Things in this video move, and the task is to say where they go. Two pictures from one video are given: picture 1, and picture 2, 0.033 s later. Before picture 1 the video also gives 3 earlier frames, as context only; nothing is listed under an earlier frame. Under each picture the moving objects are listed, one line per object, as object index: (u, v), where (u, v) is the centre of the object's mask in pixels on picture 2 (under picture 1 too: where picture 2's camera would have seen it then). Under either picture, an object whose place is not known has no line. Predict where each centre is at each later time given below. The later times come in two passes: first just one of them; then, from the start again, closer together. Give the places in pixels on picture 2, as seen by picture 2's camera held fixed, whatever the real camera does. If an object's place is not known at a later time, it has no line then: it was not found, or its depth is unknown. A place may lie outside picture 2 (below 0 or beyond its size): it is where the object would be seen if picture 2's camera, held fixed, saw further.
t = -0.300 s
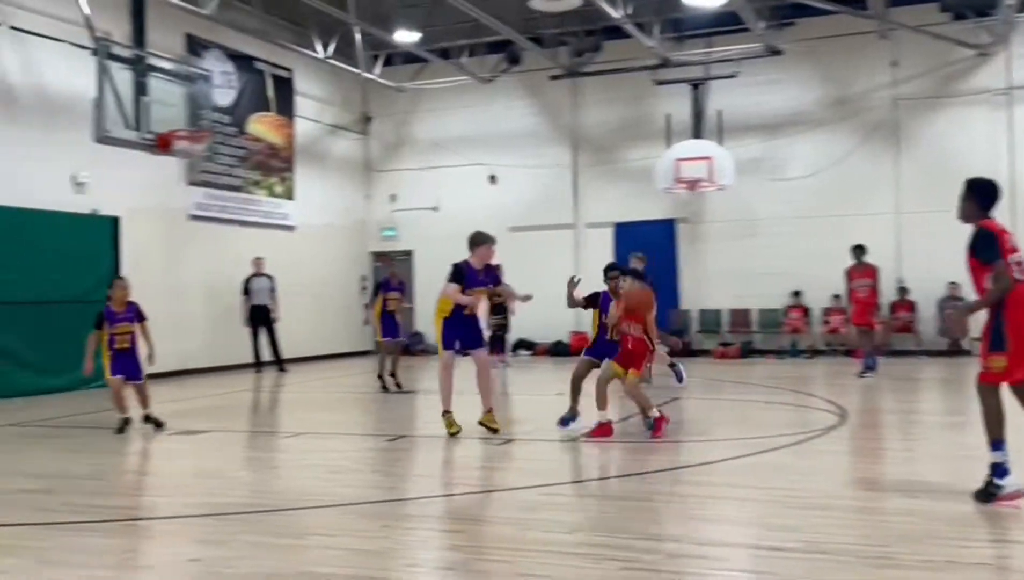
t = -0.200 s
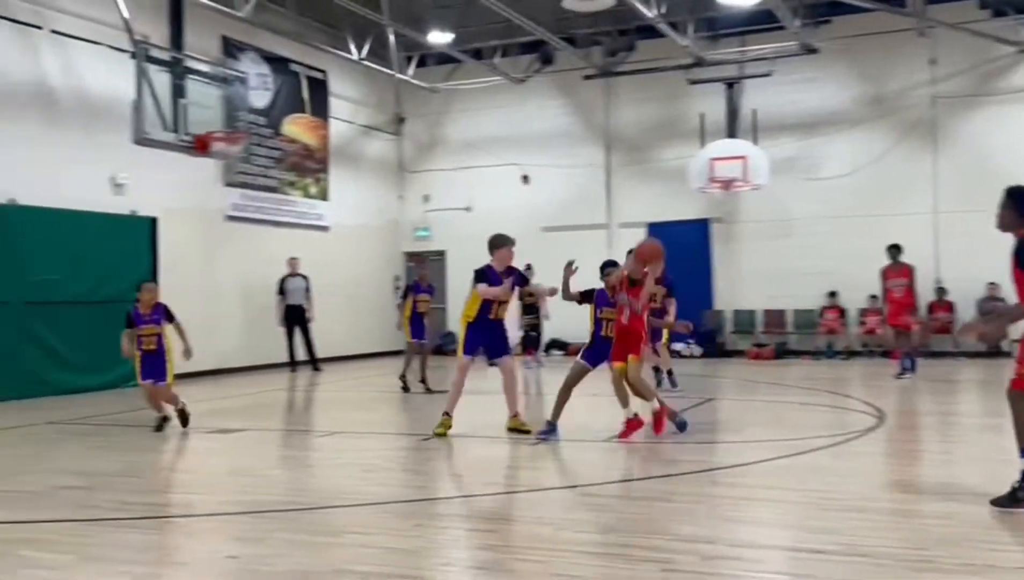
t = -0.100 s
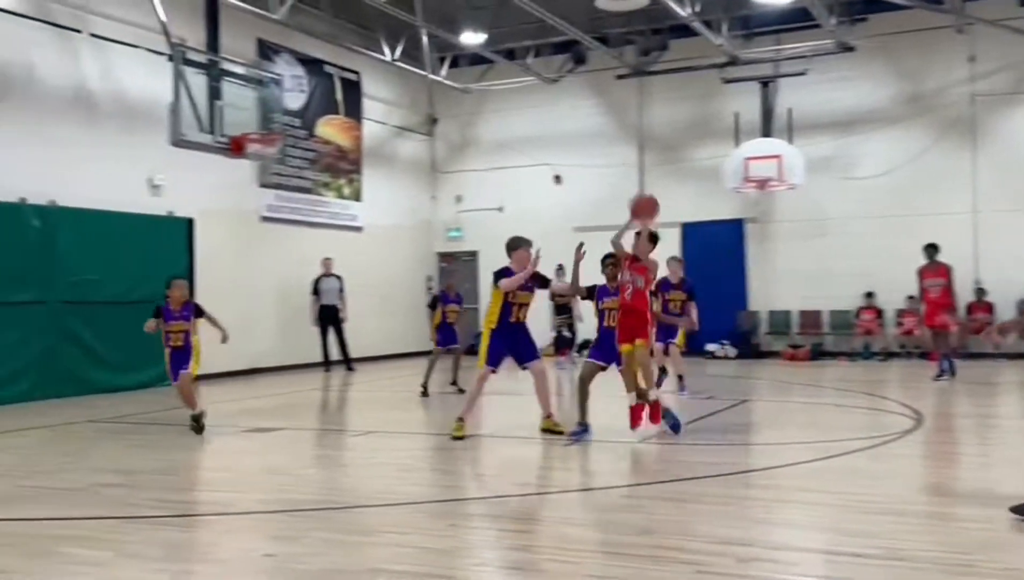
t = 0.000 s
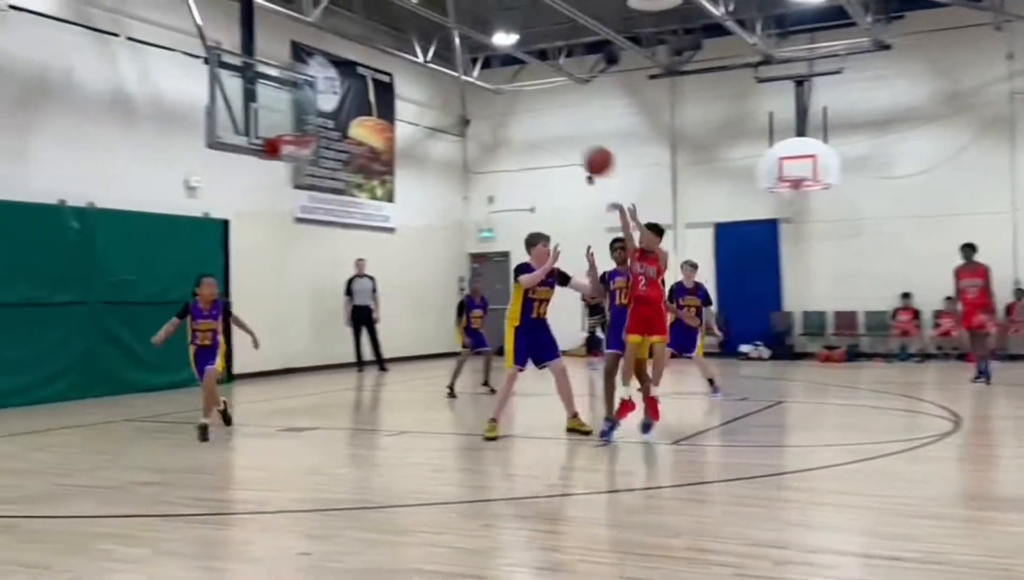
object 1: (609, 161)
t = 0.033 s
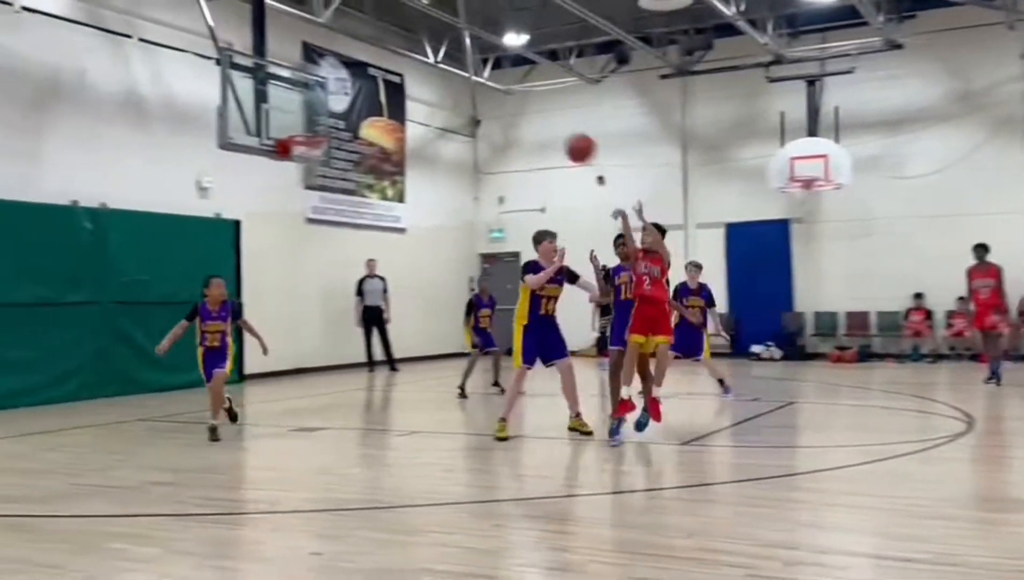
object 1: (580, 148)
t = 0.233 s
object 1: (404, 99)
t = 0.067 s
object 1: (552, 137)
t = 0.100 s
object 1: (524, 126)
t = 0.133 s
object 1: (495, 118)
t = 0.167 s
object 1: (467, 111)
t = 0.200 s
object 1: (435, 103)
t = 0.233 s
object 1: (404, 99)
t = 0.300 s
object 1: (343, 93)
